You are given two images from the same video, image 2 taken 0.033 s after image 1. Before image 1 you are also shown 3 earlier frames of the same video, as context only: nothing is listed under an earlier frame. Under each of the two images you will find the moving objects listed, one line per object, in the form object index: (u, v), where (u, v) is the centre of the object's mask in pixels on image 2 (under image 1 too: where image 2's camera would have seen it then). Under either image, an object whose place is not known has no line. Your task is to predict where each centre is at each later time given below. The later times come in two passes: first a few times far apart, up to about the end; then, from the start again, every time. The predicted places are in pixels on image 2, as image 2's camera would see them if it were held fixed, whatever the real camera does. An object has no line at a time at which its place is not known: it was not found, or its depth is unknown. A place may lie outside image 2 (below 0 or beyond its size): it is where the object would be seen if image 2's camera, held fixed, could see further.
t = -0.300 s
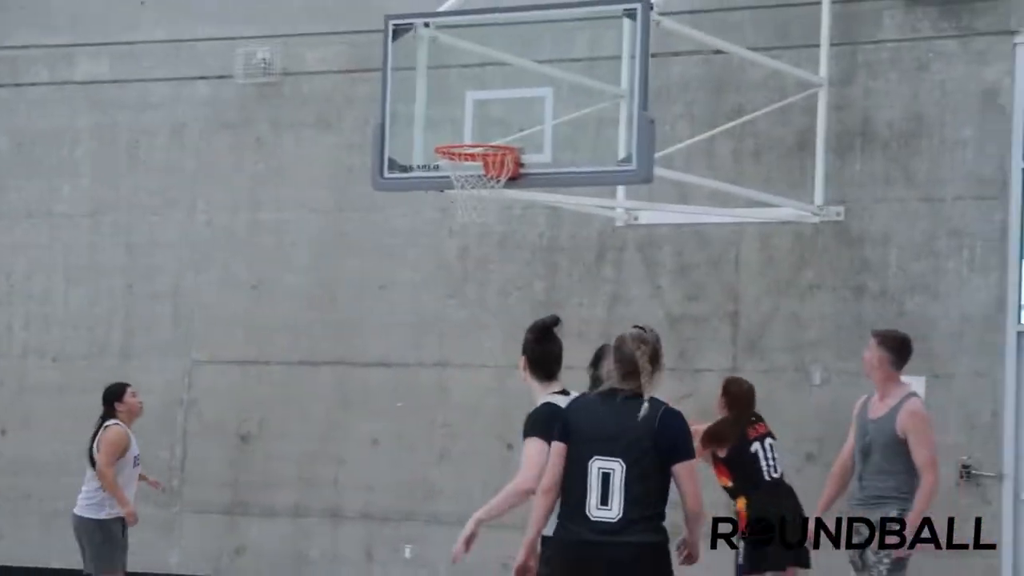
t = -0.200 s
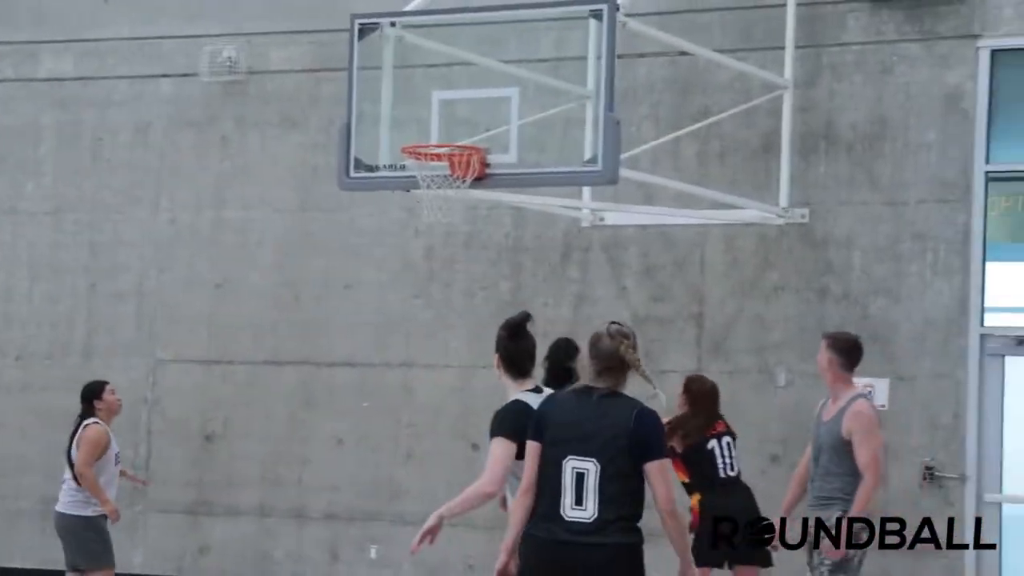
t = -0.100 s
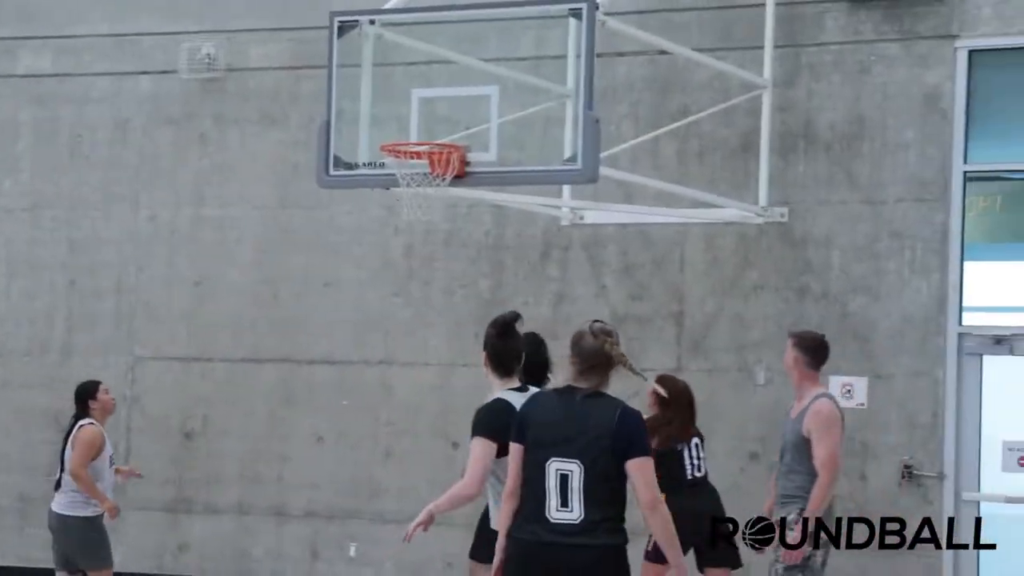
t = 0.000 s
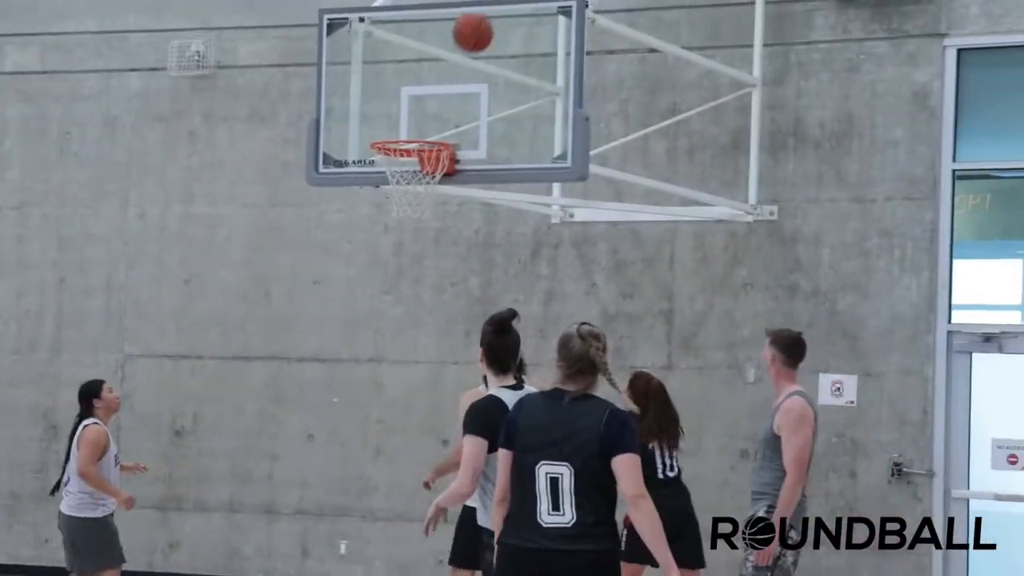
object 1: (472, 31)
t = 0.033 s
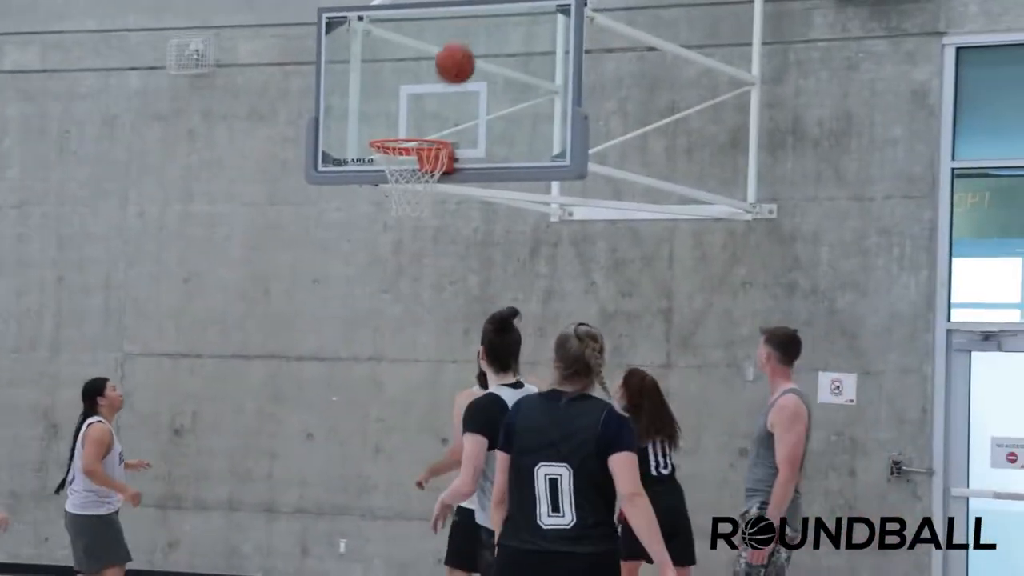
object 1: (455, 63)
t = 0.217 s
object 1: (383, 214)
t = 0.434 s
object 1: (319, 377)
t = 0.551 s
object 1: (282, 499)
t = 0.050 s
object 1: (446, 80)
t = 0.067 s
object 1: (438, 98)
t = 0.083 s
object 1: (430, 115)
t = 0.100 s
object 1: (422, 127)
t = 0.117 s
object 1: (410, 155)
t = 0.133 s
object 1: (407, 167)
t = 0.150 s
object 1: (403, 179)
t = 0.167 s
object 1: (398, 188)
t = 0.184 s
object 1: (394, 197)
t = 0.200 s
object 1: (388, 204)
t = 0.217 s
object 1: (383, 214)
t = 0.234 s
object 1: (379, 223)
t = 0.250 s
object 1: (374, 233)
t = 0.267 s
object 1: (369, 244)
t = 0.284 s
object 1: (364, 255)
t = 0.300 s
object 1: (360, 266)
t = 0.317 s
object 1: (354, 279)
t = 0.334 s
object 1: (350, 291)
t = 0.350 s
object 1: (344, 304)
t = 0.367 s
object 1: (340, 317)
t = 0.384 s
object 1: (335, 331)
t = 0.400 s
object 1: (330, 346)
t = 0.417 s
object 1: (325, 361)
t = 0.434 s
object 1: (319, 377)
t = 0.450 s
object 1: (314, 393)
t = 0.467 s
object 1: (309, 409)
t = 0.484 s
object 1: (303, 426)
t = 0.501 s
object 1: (298, 444)
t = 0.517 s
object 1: (293, 461)
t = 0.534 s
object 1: (288, 480)
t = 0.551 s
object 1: (282, 499)
